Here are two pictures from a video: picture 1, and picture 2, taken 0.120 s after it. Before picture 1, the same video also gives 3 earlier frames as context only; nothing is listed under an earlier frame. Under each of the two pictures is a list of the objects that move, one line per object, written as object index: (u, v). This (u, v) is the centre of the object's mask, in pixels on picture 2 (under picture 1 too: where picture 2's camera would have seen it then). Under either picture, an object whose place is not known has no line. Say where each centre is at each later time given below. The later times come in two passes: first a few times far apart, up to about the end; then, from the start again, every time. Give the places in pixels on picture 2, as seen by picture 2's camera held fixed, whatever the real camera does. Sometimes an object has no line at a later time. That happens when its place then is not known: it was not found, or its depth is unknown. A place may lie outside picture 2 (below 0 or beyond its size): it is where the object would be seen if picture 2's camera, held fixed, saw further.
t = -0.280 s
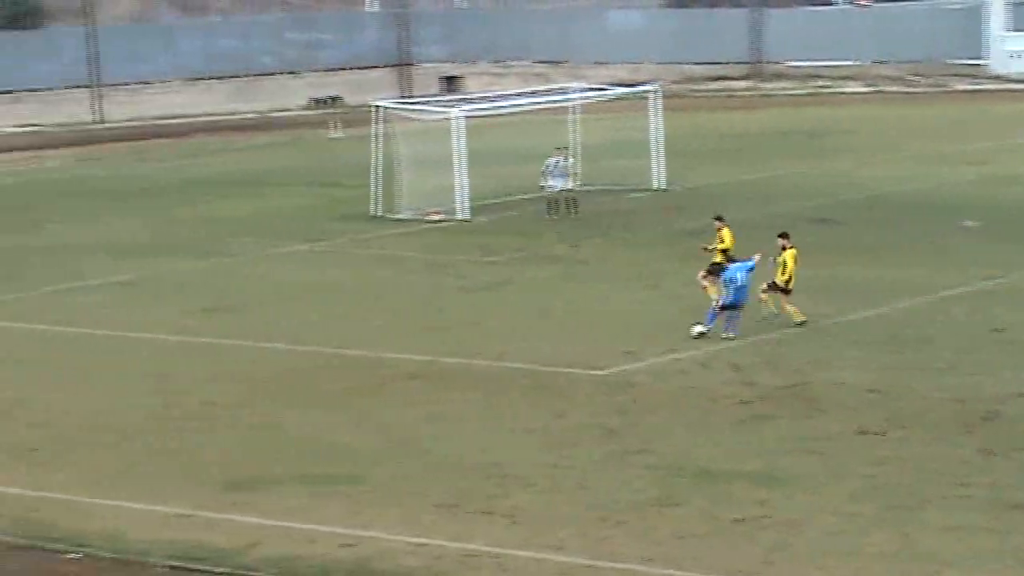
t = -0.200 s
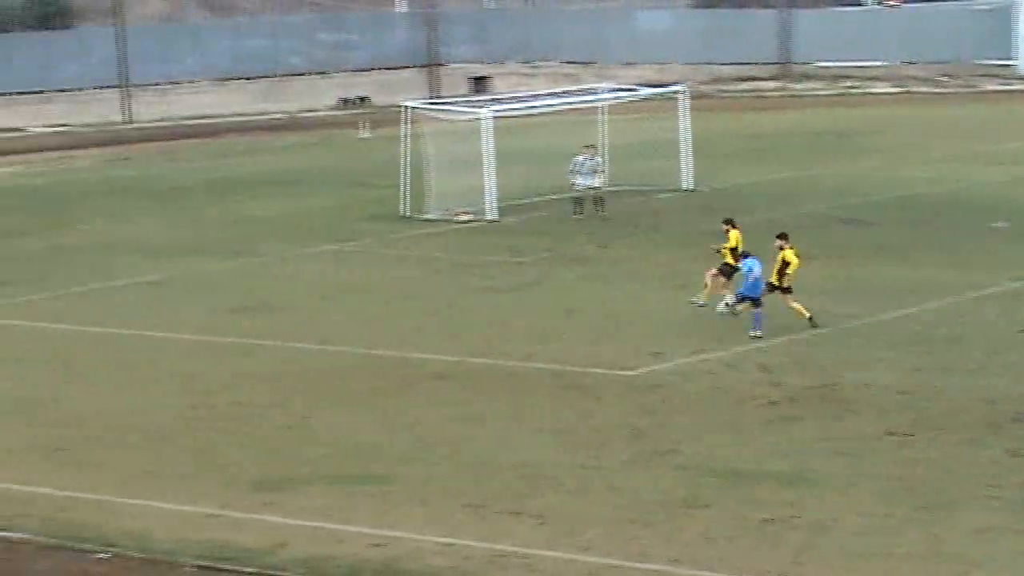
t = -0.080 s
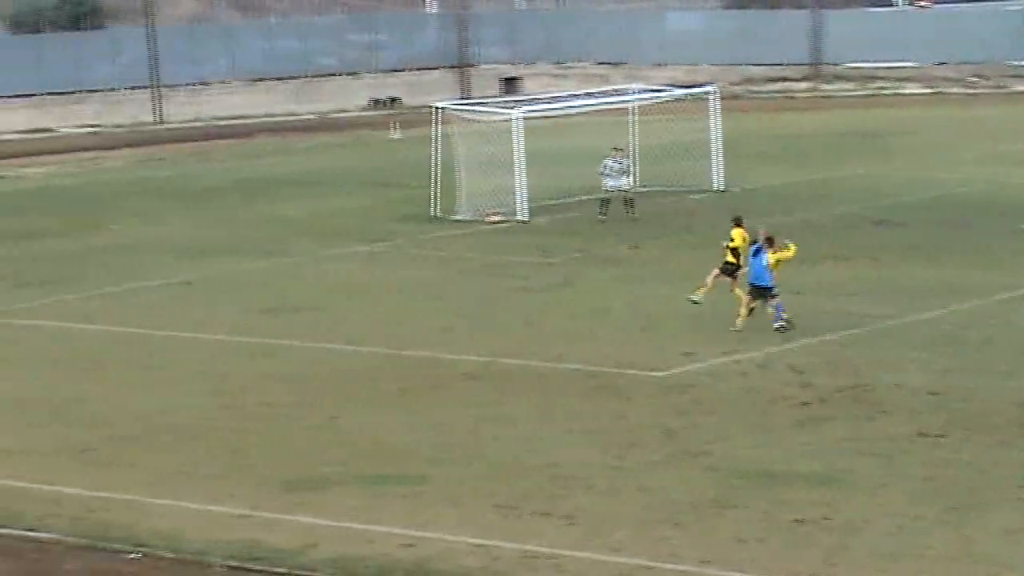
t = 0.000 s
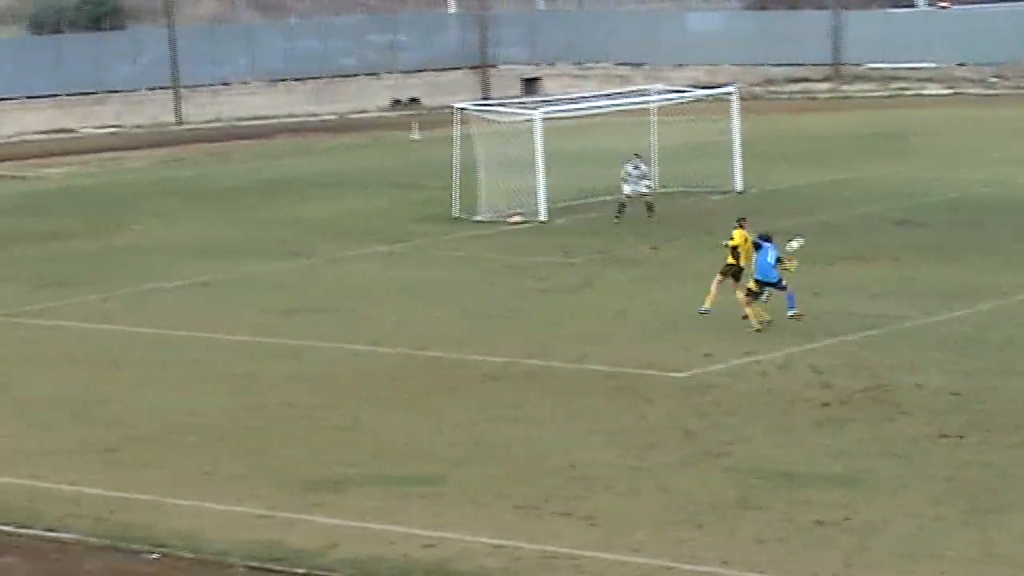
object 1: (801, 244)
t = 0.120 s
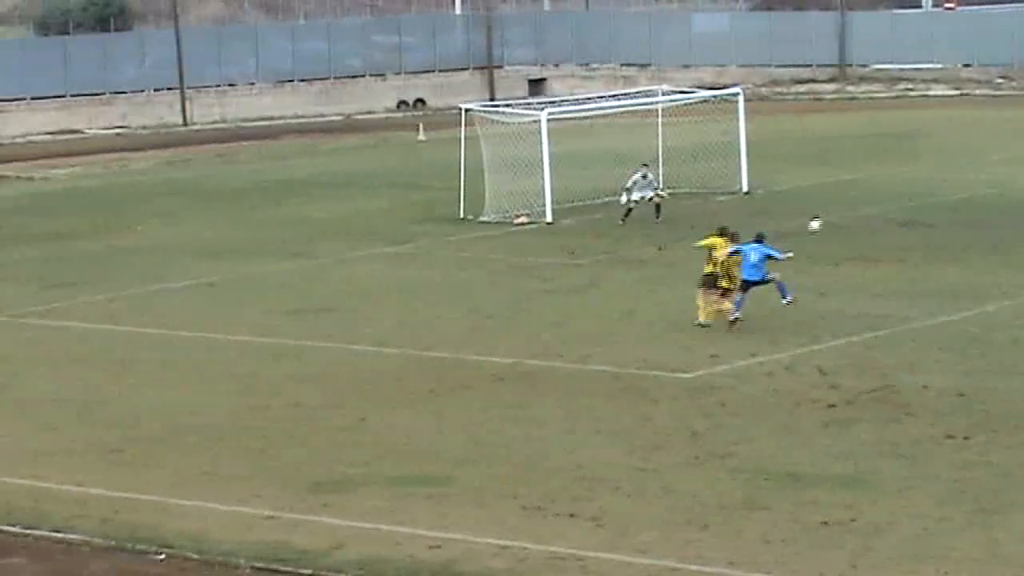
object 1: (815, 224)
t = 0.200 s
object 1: (825, 217)
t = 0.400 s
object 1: (855, 216)
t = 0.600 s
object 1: (884, 206)
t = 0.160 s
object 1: (820, 220)
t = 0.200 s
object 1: (825, 217)
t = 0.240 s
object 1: (830, 215)
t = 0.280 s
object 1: (837, 214)
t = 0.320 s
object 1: (843, 214)
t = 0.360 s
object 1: (849, 215)
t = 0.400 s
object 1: (855, 216)
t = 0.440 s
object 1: (862, 218)
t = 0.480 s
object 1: (869, 222)
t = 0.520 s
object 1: (874, 220)
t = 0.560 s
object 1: (880, 212)
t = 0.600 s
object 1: (884, 206)
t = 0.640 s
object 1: (890, 200)
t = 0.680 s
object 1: (895, 196)
